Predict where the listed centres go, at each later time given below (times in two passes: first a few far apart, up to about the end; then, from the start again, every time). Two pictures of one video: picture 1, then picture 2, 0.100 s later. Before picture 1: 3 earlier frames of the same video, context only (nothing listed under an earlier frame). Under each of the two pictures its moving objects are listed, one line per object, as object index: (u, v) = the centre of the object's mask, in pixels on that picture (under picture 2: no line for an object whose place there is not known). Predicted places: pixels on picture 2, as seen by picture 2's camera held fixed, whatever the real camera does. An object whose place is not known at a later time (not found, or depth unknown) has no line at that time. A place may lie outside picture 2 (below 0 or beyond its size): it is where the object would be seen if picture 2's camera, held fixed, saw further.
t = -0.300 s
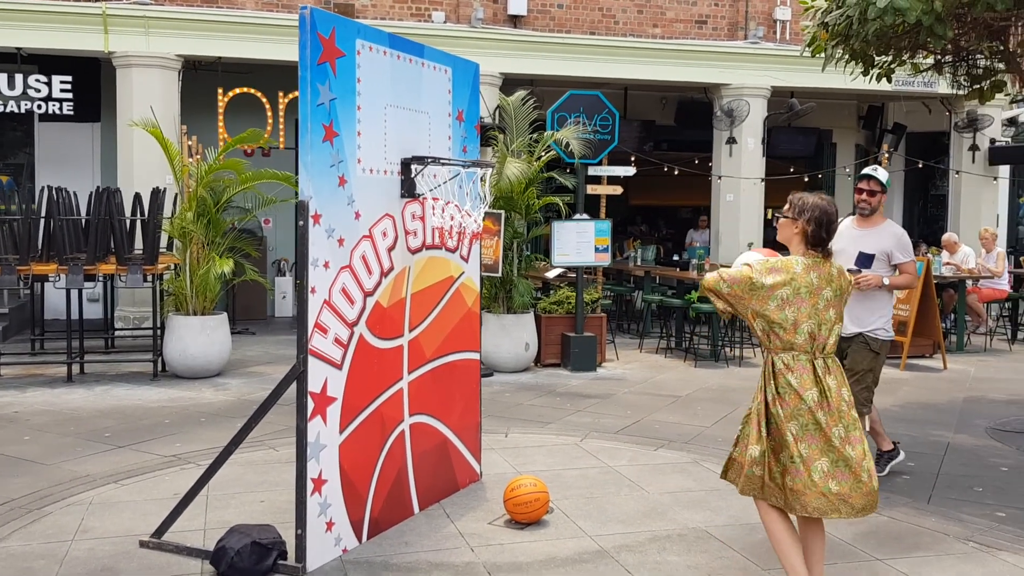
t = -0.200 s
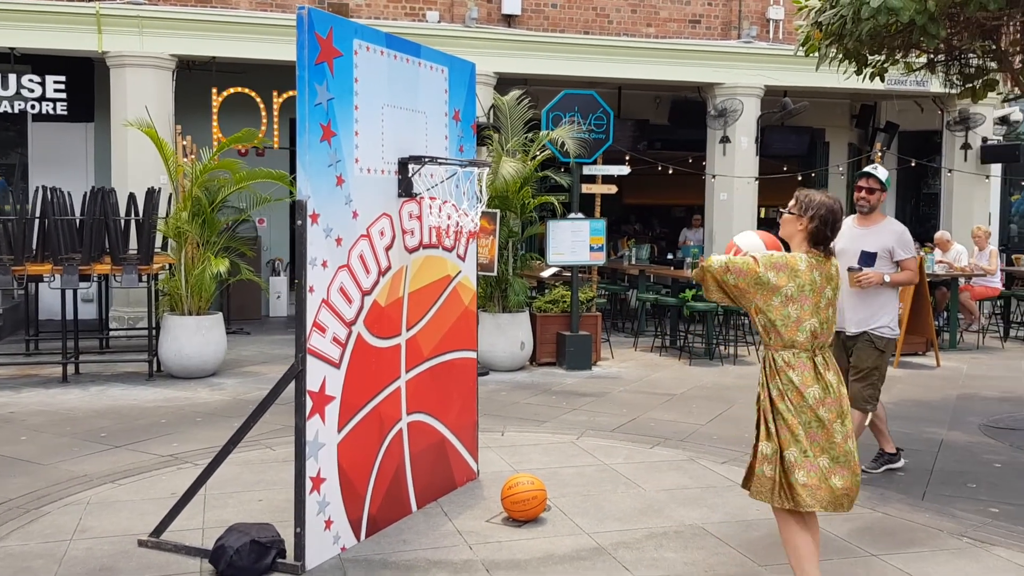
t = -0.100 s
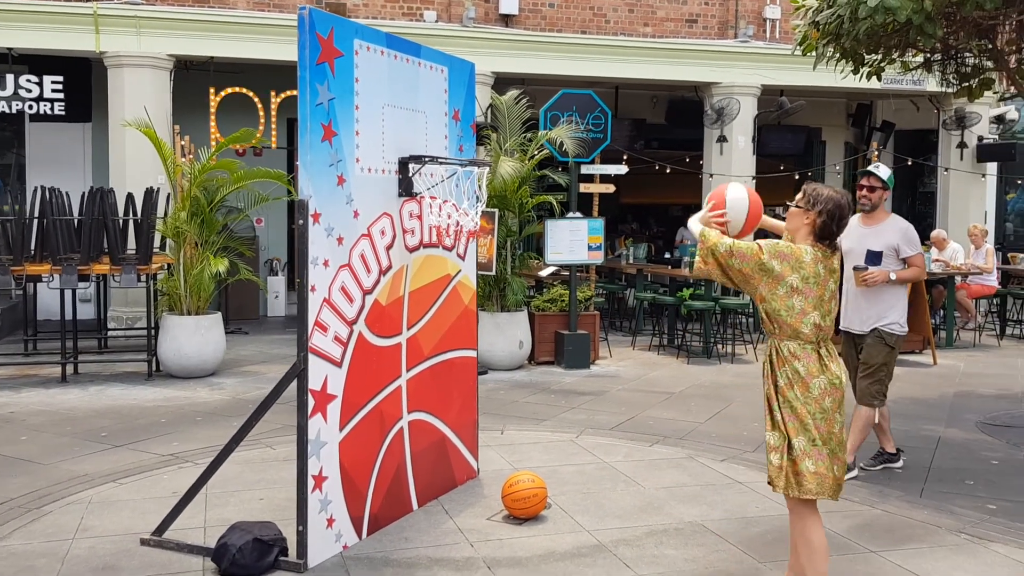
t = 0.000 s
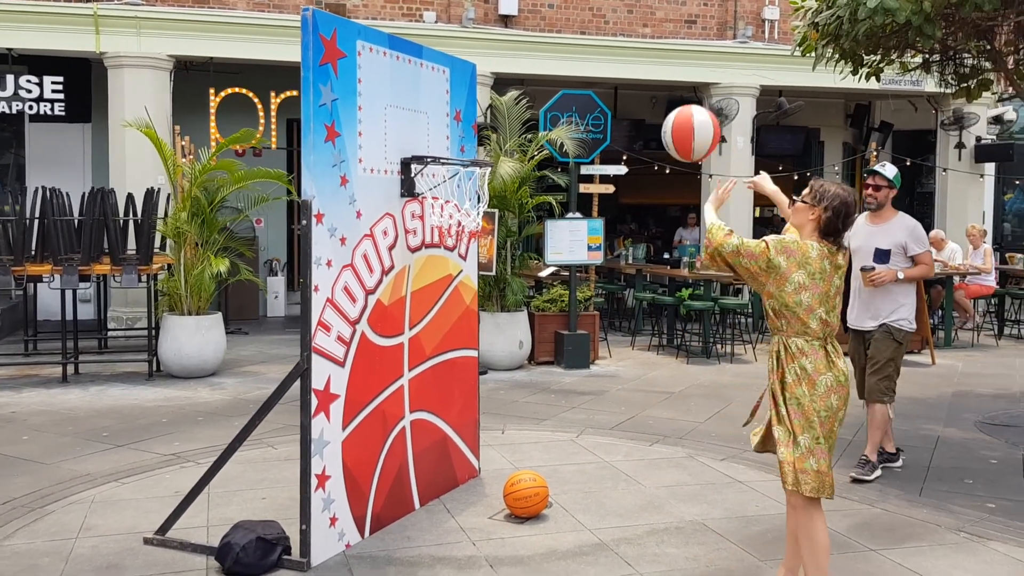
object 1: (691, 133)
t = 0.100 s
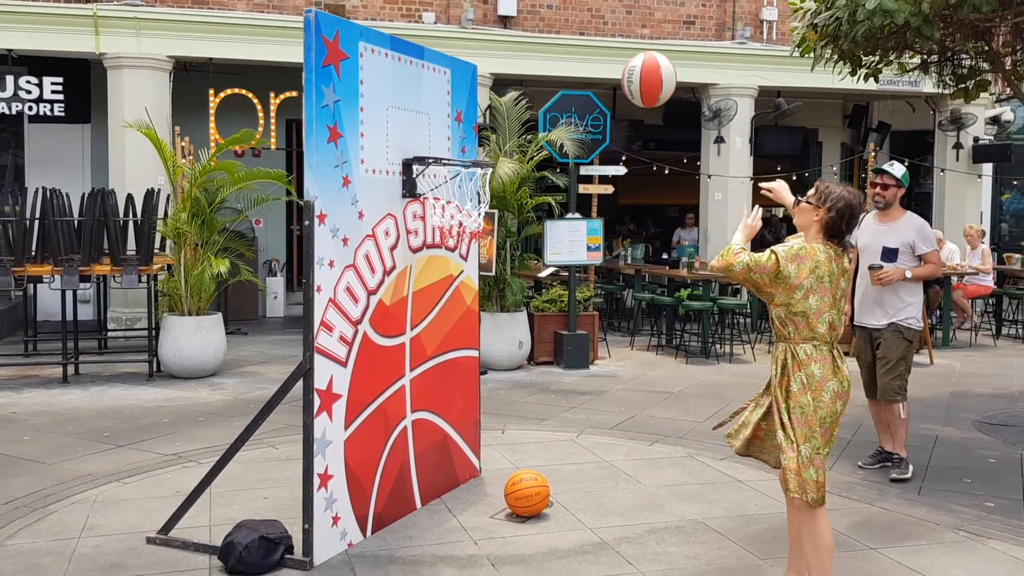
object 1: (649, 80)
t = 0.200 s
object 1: (610, 48)
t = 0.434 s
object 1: (526, 61)
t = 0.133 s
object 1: (636, 67)
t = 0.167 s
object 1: (623, 57)
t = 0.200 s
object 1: (610, 48)
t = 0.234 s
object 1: (597, 43)
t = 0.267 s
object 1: (585, 41)
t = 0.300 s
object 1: (573, 40)
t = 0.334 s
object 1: (561, 42)
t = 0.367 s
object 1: (549, 47)
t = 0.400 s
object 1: (537, 53)
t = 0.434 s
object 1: (526, 61)
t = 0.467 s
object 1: (514, 72)
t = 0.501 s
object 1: (501, 84)
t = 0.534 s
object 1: (488, 97)
